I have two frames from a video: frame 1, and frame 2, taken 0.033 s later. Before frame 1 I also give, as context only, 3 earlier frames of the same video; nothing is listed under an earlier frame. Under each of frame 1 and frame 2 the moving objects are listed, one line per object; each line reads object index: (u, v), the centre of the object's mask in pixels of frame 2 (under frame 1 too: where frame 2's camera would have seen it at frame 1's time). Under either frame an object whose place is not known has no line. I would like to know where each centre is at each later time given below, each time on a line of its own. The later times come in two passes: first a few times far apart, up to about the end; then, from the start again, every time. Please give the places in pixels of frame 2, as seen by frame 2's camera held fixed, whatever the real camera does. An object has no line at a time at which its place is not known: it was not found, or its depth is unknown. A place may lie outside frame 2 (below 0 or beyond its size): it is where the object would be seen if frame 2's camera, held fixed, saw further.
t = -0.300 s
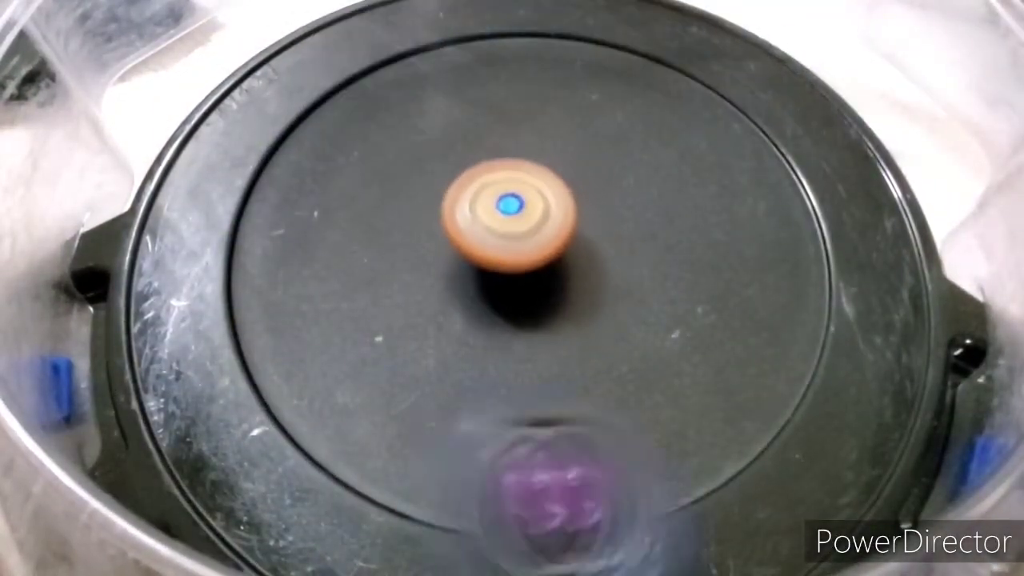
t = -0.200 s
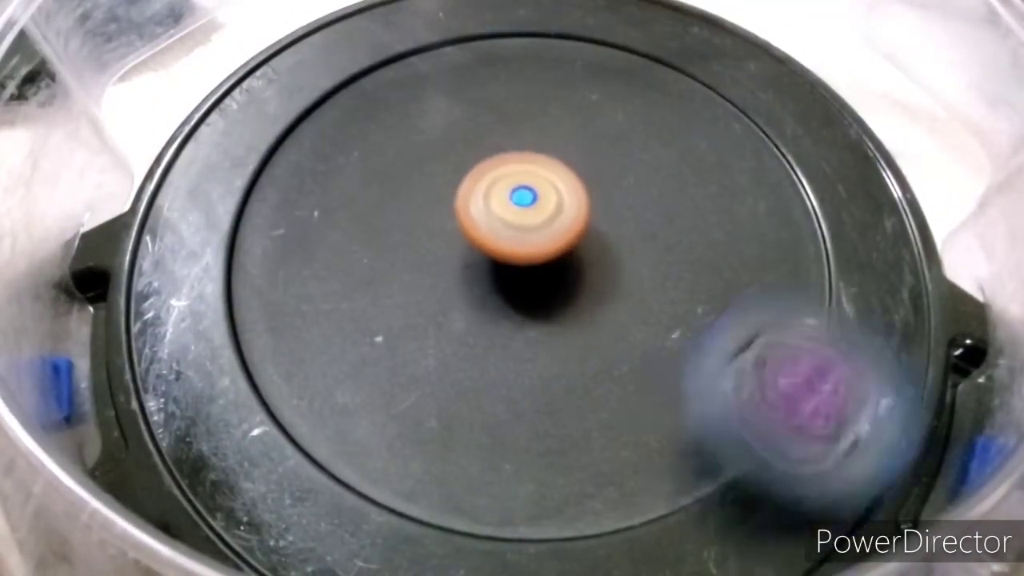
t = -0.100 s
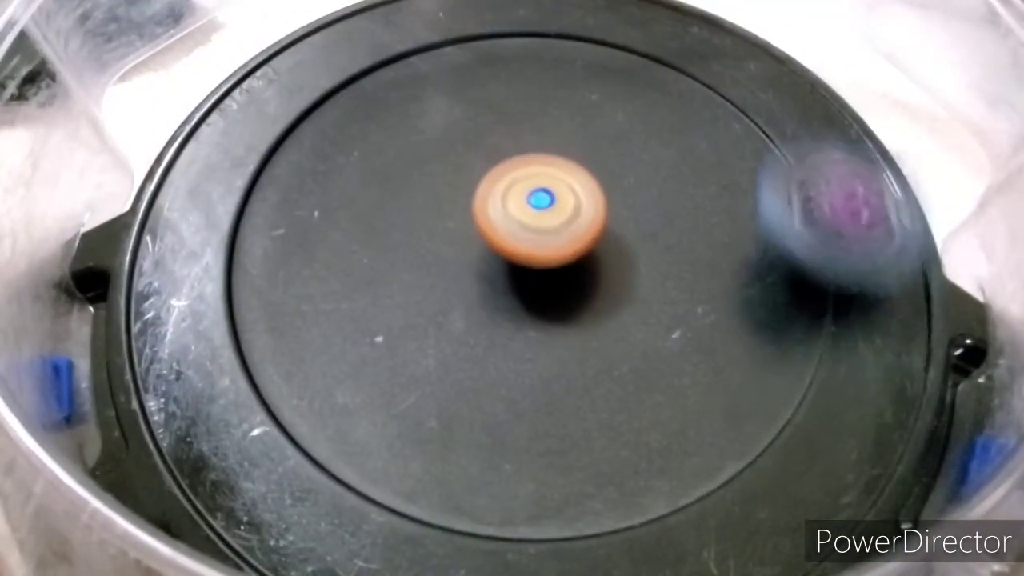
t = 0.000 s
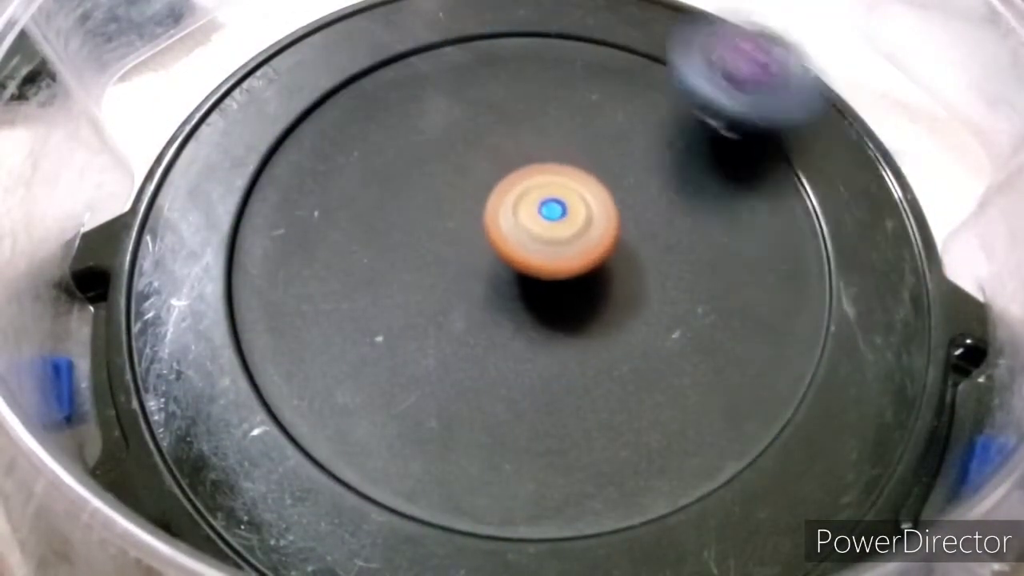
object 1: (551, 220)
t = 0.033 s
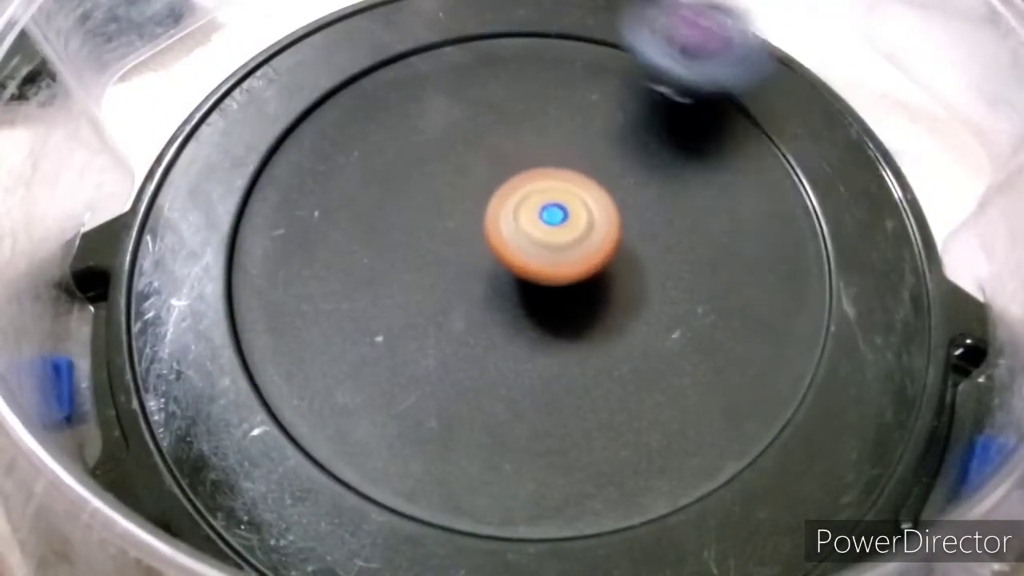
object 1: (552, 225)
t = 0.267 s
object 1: (531, 240)
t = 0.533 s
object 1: (527, 213)
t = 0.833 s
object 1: (555, 224)
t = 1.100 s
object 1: (535, 226)
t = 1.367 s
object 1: (539, 210)
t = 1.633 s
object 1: (546, 214)
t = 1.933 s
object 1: (536, 215)
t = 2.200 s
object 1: (532, 210)
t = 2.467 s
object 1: (534, 208)
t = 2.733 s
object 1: (532, 211)
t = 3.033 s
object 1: (527, 215)
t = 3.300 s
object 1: (525, 215)
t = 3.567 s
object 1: (527, 216)
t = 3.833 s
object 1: (528, 219)
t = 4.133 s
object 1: (530, 220)
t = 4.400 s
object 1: (532, 221)
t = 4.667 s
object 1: (535, 221)
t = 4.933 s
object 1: (536, 219)
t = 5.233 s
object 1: (538, 215)
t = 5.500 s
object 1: (540, 215)
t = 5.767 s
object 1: (539, 216)
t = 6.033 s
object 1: (532, 216)
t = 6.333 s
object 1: (533, 215)
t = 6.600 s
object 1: (534, 216)
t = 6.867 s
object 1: (534, 217)
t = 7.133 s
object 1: (534, 218)
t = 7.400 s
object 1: (532, 218)
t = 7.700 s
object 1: (533, 218)
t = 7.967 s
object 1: (531, 217)
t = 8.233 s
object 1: (531, 216)
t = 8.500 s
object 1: (532, 216)
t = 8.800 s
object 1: (533, 217)
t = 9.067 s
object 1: (533, 218)
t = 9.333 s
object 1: (533, 217)
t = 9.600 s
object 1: (532, 216)
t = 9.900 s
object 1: (532, 216)
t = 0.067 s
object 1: (553, 230)
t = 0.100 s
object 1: (551, 234)
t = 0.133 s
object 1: (548, 237)
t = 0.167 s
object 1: (544, 239)
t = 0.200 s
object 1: (540, 241)
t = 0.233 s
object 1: (535, 241)
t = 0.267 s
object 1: (531, 240)
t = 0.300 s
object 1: (527, 238)
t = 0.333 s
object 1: (524, 235)
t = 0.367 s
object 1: (521, 231)
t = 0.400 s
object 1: (520, 227)
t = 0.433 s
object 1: (520, 224)
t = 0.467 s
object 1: (521, 220)
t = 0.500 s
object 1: (524, 216)
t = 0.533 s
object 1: (527, 213)
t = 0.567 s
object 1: (531, 211)
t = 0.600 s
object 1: (535, 210)
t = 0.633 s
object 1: (540, 210)
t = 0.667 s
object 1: (544, 211)
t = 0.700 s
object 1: (549, 212)
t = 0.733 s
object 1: (552, 214)
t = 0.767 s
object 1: (554, 217)
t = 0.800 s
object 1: (555, 220)
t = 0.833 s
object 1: (555, 224)
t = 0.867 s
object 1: (554, 226)
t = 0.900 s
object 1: (552, 229)
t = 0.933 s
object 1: (550, 230)
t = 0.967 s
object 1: (547, 231)
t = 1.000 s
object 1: (543, 231)
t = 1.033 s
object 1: (540, 230)
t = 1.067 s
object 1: (537, 228)
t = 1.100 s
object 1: (535, 226)
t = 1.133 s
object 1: (534, 223)
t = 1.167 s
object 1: (533, 221)
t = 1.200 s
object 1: (533, 218)
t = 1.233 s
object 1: (534, 216)
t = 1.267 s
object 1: (535, 214)
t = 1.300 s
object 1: (536, 212)
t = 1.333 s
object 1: (538, 211)
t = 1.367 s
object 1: (539, 210)
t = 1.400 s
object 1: (541, 210)
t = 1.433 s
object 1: (543, 210)
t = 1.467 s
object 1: (544, 210)
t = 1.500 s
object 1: (545, 210)
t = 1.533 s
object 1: (545, 211)
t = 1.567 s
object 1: (546, 212)
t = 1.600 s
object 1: (546, 213)
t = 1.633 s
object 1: (546, 214)
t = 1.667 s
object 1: (546, 214)
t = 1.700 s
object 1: (545, 215)
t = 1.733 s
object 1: (544, 215)
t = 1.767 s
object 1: (543, 216)
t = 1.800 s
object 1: (542, 216)
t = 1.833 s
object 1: (540, 216)
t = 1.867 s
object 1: (539, 216)
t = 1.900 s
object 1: (537, 215)
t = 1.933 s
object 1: (536, 215)
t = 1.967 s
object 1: (535, 214)
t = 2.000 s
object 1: (534, 214)
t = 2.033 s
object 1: (533, 213)
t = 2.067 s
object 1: (533, 212)
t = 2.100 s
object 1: (532, 211)
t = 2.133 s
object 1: (532, 211)
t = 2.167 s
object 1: (532, 210)
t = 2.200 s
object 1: (532, 210)
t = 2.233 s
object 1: (532, 209)
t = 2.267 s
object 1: (532, 209)
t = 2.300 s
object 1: (533, 209)
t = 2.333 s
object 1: (533, 209)
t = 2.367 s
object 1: (533, 209)
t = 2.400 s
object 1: (534, 208)
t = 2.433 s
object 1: (534, 208)
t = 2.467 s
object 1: (534, 208)
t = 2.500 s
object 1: (534, 209)
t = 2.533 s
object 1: (534, 209)
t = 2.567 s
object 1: (534, 209)
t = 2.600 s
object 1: (534, 209)
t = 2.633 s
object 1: (534, 210)
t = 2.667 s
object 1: (533, 211)
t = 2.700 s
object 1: (532, 211)
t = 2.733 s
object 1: (532, 211)
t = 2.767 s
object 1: (532, 212)
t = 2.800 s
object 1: (531, 213)
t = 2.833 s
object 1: (530, 214)
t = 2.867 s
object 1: (529, 214)
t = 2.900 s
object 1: (529, 215)
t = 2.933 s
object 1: (528, 215)
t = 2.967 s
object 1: (527, 215)
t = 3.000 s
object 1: (527, 215)
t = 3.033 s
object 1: (527, 215)
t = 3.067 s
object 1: (526, 215)
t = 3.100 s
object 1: (526, 215)
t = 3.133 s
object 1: (526, 215)
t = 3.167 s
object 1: (526, 215)
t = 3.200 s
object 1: (526, 215)
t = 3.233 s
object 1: (526, 215)
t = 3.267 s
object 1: (526, 215)
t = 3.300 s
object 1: (525, 215)
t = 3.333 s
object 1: (525, 215)
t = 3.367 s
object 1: (525, 214)
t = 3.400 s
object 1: (526, 215)
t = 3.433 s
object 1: (526, 215)
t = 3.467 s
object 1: (526, 215)
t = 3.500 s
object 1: (526, 215)
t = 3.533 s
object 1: (526, 215)
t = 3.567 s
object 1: (527, 216)
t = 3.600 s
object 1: (527, 216)
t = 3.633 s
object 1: (527, 216)
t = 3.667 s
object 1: (527, 217)
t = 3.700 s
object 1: (528, 217)
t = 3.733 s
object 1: (528, 218)
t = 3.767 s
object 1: (528, 218)
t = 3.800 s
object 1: (528, 218)
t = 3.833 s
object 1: (528, 219)
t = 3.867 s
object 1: (528, 218)
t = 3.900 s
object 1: (529, 219)
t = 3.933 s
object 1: (529, 219)
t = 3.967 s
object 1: (529, 219)
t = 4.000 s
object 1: (529, 219)
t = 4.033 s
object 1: (529, 219)
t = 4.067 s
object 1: (529, 219)
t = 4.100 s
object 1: (530, 219)
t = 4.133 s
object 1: (530, 220)
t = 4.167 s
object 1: (531, 220)
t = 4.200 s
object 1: (531, 221)
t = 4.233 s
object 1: (530, 221)
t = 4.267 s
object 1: (530, 221)
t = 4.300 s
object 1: (530, 220)
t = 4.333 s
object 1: (531, 220)
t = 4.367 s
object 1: (532, 220)
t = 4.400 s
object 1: (532, 221)
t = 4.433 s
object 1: (533, 221)
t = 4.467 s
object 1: (533, 221)
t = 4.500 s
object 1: (533, 221)
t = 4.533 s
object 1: (534, 221)
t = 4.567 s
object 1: (534, 221)
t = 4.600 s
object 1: (534, 221)
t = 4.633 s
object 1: (535, 221)
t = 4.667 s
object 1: (535, 221)
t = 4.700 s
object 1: (535, 220)
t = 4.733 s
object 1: (535, 220)
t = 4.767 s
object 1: (536, 220)
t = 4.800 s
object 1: (536, 220)
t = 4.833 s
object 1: (536, 220)
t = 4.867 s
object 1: (536, 220)
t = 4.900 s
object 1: (536, 220)
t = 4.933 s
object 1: (536, 219)
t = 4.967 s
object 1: (537, 219)
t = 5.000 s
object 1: (537, 219)
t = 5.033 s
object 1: (537, 219)
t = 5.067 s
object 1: (536, 219)
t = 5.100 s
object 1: (536, 219)
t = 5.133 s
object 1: (535, 218)
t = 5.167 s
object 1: (536, 217)
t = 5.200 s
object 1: (537, 216)
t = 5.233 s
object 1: (538, 215)
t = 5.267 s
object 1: (538, 215)
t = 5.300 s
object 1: (538, 215)
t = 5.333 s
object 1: (539, 214)
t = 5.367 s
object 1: (540, 214)
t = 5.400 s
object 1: (540, 214)
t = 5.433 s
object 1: (540, 214)
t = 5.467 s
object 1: (540, 214)
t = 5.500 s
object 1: (540, 215)
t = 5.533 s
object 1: (540, 215)
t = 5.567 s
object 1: (540, 215)
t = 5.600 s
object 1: (540, 215)
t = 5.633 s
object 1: (540, 215)
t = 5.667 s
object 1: (540, 215)
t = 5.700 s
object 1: (539, 215)
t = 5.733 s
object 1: (539, 216)
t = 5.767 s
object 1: (539, 216)
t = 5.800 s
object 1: (538, 217)
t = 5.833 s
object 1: (536, 216)
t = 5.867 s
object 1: (536, 216)
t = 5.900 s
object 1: (535, 215)
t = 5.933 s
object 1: (535, 214)
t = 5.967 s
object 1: (533, 216)
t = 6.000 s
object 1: (533, 216)
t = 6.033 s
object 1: (532, 216)
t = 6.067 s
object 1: (532, 216)
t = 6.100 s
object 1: (533, 216)
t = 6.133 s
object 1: (533, 216)
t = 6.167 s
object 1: (533, 216)
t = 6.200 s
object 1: (534, 216)
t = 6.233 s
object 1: (533, 216)
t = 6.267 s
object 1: (533, 216)
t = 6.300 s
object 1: (533, 216)
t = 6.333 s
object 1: (533, 215)
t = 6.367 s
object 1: (533, 216)
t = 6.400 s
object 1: (533, 216)
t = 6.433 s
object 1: (534, 216)
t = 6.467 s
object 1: (533, 216)
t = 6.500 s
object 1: (532, 216)
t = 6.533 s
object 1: (533, 216)
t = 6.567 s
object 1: (533, 216)
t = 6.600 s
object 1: (534, 216)
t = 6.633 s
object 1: (533, 217)
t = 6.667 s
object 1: (533, 217)
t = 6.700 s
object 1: (533, 217)
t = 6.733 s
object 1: (533, 217)
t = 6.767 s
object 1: (533, 217)
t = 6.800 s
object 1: (533, 217)
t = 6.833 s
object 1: (534, 217)
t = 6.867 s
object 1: (534, 217)
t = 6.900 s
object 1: (534, 217)
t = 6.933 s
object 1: (534, 217)
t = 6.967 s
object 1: (533, 217)
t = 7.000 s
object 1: (533, 218)
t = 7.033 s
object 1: (534, 218)
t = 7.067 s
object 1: (534, 218)
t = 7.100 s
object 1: (533, 219)
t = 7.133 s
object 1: (534, 218)
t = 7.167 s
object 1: (532, 218)
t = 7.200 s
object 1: (533, 219)
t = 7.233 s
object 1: (534, 218)
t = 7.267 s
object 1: (533, 218)
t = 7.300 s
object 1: (534, 218)
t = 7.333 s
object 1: (532, 218)
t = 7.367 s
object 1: (533, 219)
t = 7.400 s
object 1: (532, 218)
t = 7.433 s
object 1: (533, 219)
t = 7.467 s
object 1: (533, 218)
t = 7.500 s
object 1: (532, 219)
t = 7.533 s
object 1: (533, 219)
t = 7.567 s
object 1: (532, 218)
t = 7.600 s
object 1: (532, 219)
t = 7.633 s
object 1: (532, 218)
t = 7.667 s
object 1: (532, 219)
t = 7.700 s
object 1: (533, 218)
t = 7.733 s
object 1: (531, 218)
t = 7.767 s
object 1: (532, 218)
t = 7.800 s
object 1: (532, 218)
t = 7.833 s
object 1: (532, 218)
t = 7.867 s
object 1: (533, 217)
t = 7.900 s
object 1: (531, 218)
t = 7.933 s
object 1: (532, 217)
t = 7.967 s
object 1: (531, 217)
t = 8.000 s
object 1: (531, 217)
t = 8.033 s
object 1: (532, 216)
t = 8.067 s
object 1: (531, 217)
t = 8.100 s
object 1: (532, 216)
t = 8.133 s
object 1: (530, 216)
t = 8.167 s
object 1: (531, 216)
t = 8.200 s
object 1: (531, 216)
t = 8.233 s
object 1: (531, 216)
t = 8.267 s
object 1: (533, 215)
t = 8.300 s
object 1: (531, 215)
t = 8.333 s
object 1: (531, 215)
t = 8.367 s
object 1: (531, 215)
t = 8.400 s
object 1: (531, 215)
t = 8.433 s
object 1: (533, 215)
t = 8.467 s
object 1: (532, 216)
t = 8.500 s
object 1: (532, 216)
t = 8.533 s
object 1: (531, 215)
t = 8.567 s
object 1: (532, 216)
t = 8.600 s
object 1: (533, 216)
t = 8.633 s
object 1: (532, 216)
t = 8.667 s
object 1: (533, 216)
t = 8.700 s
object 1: (532, 217)
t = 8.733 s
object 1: (532, 217)
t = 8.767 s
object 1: (533, 217)
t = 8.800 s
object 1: (533, 217)
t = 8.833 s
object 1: (533, 217)
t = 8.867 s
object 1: (532, 217)
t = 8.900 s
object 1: (533, 218)
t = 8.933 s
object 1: (533, 218)
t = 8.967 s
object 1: (533, 218)
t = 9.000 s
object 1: (534, 218)
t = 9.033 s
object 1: (533, 218)
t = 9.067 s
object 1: (533, 218)
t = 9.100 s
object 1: (533, 218)
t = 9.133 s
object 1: (533, 218)
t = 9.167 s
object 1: (534, 218)
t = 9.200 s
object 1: (532, 218)
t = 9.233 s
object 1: (533, 218)
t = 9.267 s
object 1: (533, 217)
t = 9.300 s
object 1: (533, 217)
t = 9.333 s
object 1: (533, 217)
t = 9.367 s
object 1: (532, 217)
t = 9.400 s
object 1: (532, 217)
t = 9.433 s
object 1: (533, 216)
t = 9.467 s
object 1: (532, 217)
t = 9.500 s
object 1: (533, 217)
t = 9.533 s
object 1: (532, 217)
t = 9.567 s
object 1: (532, 216)
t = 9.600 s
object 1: (532, 216)
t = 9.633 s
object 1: (532, 216)
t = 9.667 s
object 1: (533, 216)
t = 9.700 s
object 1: (531, 216)
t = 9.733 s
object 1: (532, 216)
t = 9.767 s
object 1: (532, 216)
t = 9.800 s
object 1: (532, 216)
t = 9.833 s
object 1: (533, 216)
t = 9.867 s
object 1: (531, 216)
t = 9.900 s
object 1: (532, 216)
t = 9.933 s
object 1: (533, 216)
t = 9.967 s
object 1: (532, 216)
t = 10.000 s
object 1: (533, 216)
